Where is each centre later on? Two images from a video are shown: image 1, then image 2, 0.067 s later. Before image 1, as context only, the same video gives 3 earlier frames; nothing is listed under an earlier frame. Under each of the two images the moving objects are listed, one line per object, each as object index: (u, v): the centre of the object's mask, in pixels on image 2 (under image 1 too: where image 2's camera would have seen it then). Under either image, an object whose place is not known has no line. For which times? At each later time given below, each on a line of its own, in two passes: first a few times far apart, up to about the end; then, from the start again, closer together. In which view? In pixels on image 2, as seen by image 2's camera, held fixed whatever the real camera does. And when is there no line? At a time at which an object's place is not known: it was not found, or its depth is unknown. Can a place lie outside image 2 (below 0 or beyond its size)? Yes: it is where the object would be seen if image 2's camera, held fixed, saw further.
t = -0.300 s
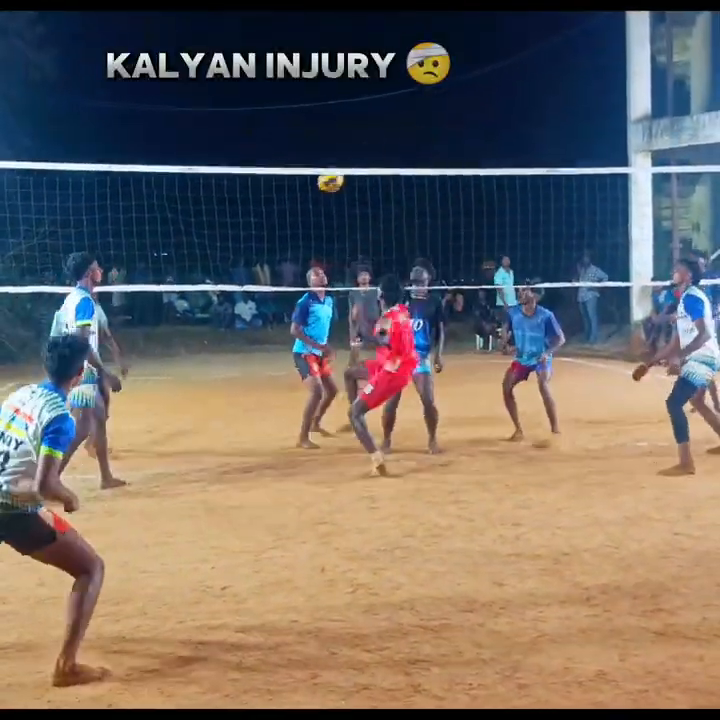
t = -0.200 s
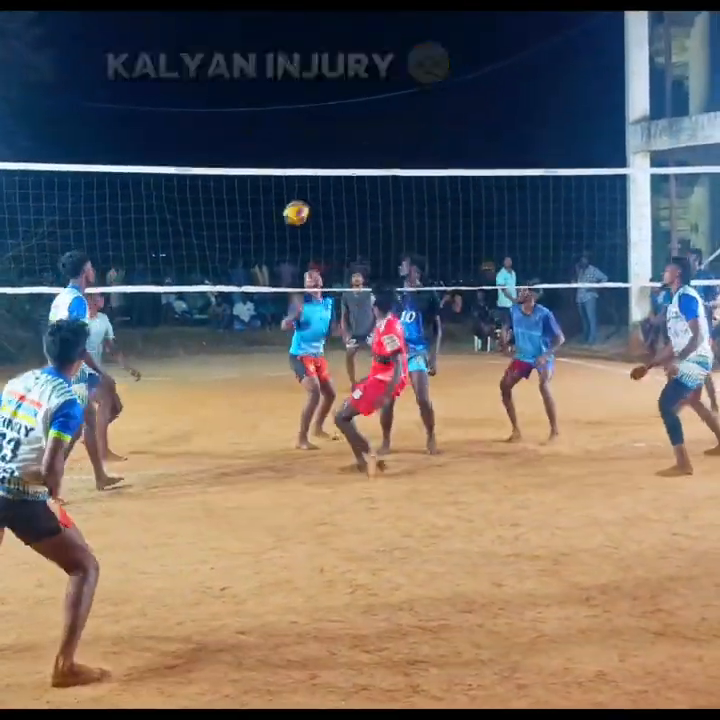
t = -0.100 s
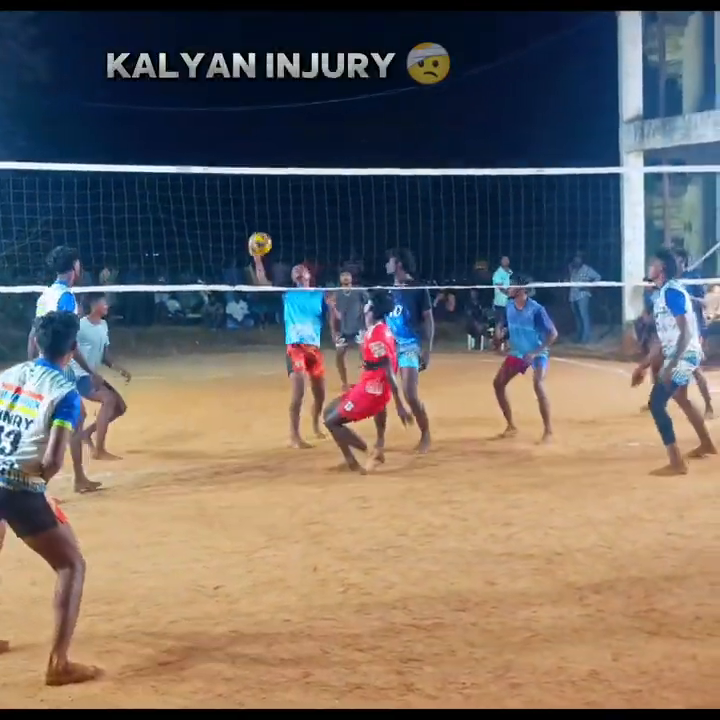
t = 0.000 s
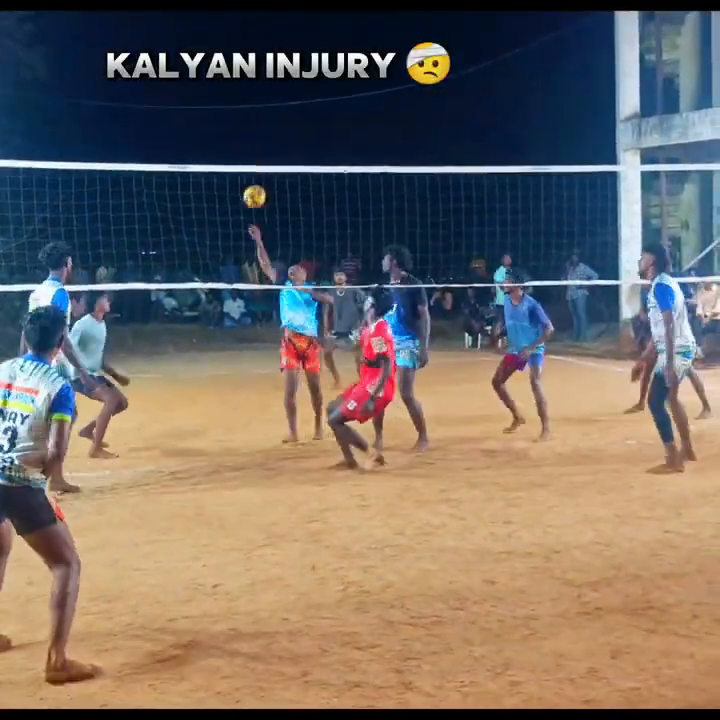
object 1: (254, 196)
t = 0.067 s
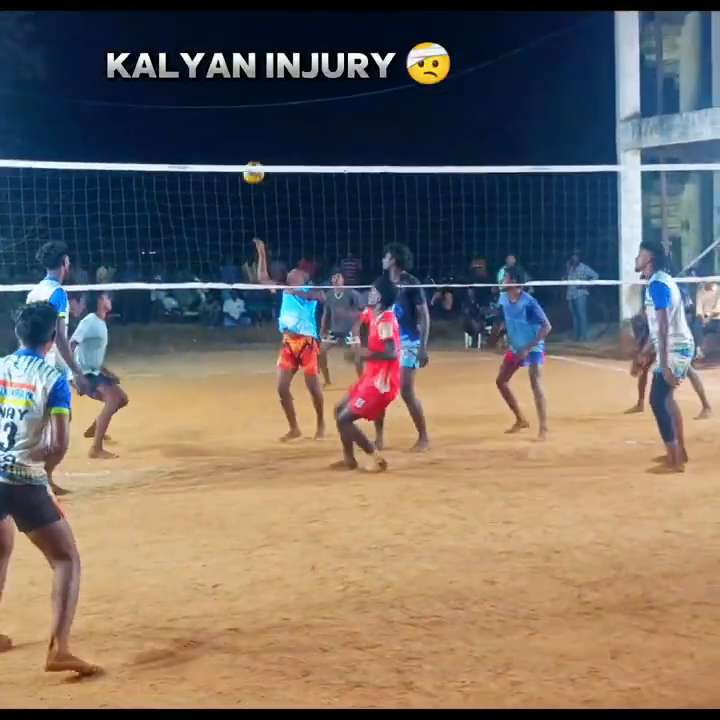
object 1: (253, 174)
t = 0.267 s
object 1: (252, 131)
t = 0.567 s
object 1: (255, 141)
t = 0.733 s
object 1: (257, 179)
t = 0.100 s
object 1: (253, 159)
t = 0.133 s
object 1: (252, 153)
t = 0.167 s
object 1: (252, 146)
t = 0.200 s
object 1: (252, 140)
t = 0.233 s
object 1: (253, 135)
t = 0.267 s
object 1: (252, 131)
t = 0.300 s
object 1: (252, 128)
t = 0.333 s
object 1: (252, 126)
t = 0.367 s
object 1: (253, 125)
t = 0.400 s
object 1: (253, 125)
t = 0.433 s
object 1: (254, 126)
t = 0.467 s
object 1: (254, 129)
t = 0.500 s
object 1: (254, 133)
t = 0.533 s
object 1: (254, 136)
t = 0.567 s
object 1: (255, 141)
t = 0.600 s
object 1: (255, 146)
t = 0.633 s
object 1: (256, 153)
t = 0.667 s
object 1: (257, 158)
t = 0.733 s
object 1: (257, 179)
